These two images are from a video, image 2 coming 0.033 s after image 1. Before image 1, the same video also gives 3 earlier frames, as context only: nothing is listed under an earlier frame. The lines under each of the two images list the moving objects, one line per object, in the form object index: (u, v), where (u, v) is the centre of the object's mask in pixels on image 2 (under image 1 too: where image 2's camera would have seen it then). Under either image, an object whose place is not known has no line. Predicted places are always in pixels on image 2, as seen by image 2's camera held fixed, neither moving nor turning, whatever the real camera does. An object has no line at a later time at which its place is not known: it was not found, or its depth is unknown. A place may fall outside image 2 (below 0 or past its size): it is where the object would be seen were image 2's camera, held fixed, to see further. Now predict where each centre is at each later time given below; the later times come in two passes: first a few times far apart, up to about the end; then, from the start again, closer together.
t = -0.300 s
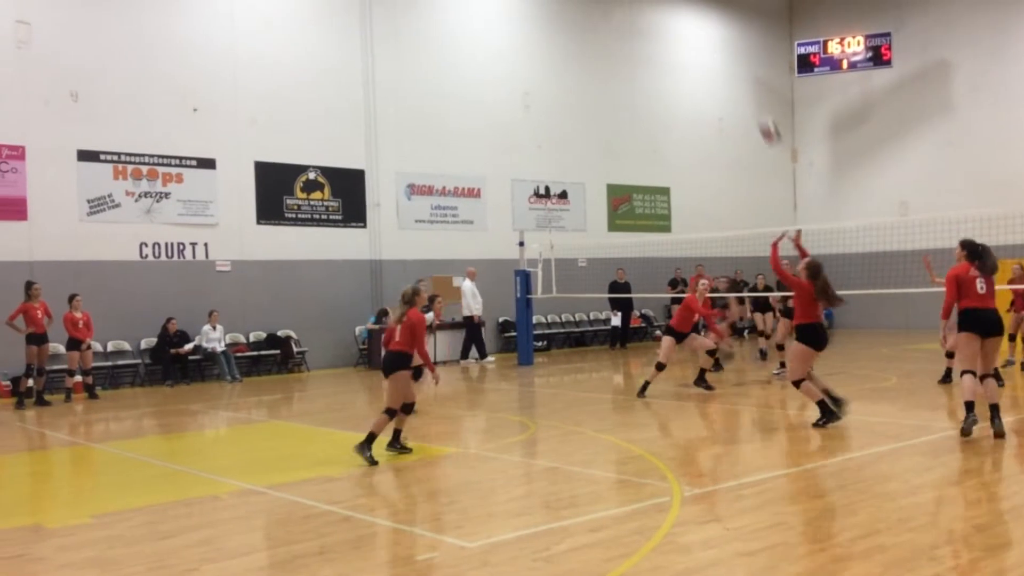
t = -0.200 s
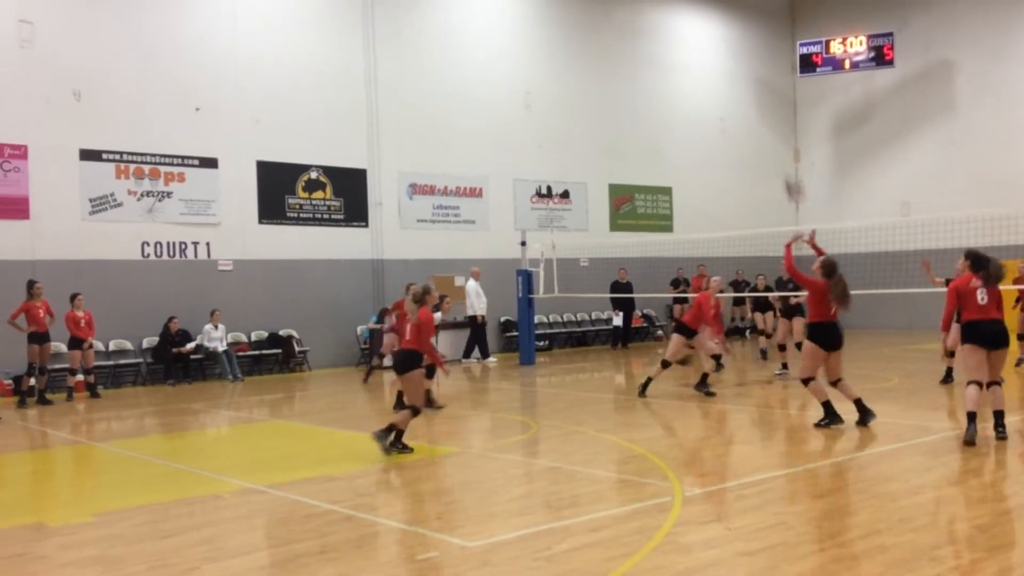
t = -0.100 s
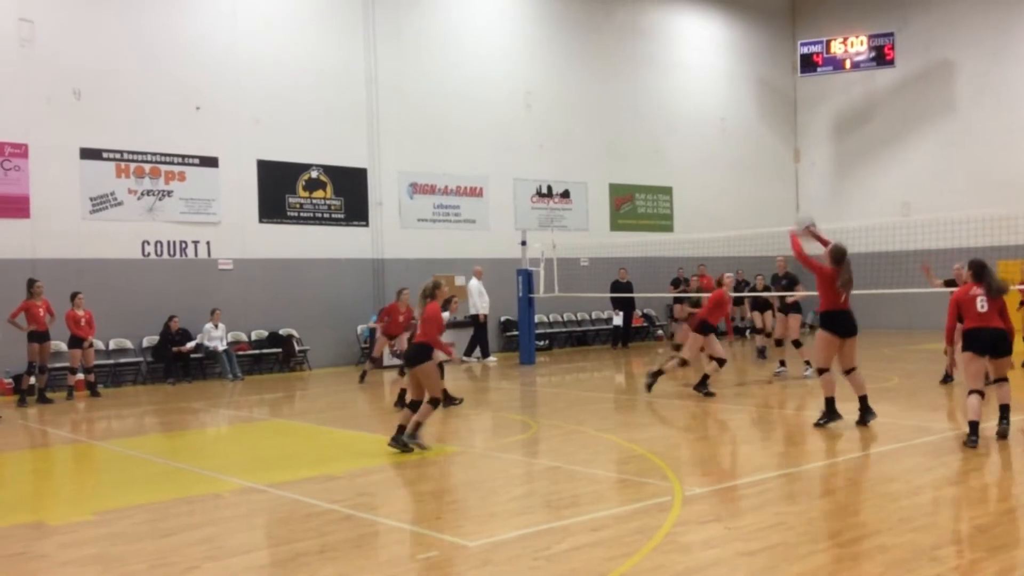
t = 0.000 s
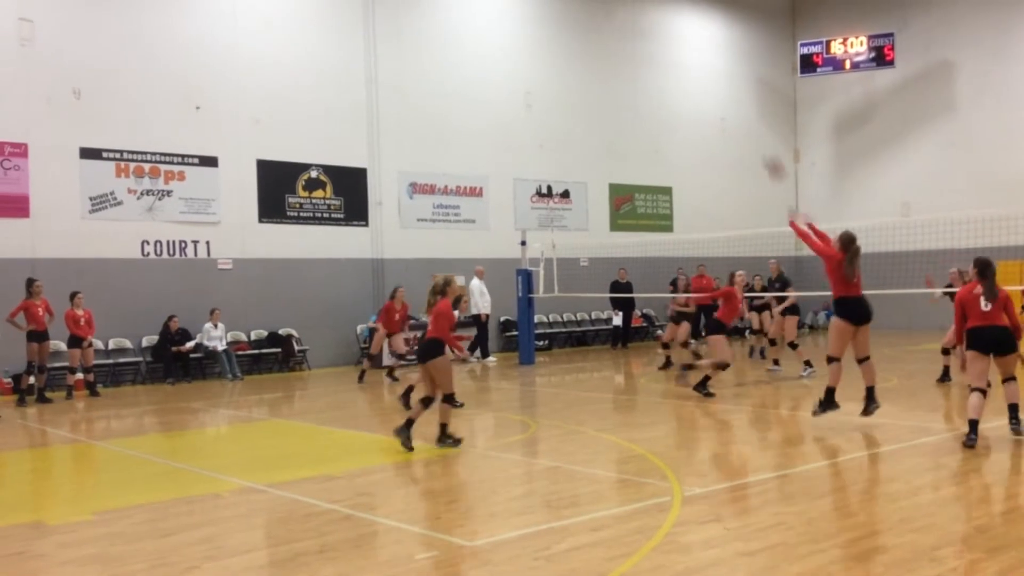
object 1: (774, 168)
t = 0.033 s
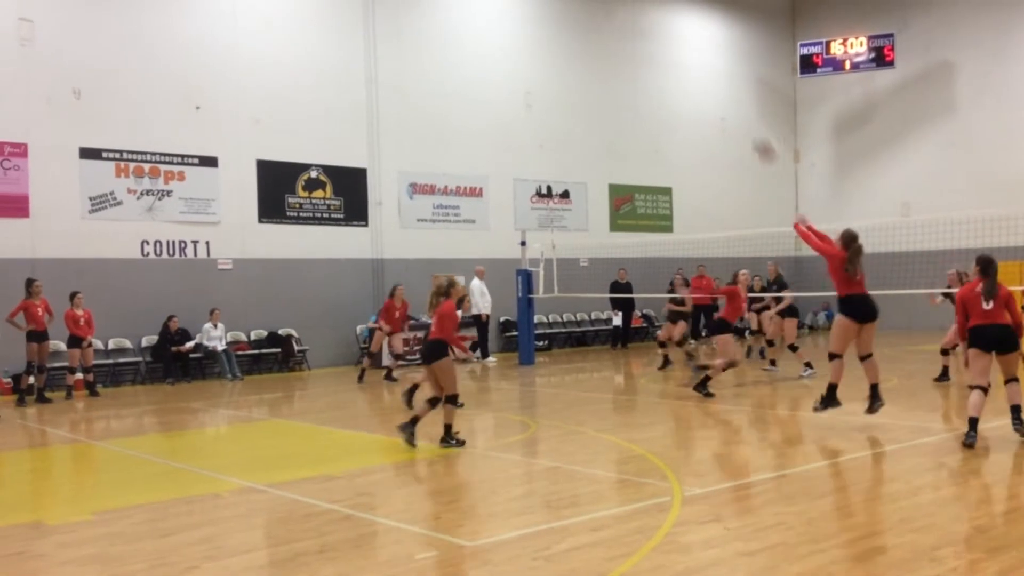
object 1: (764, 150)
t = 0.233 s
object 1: (711, 73)
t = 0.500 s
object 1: (658, 39)
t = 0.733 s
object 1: (619, 54)
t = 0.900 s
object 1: (597, 85)
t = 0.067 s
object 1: (754, 134)
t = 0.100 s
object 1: (744, 119)
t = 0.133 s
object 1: (735, 106)
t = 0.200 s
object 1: (719, 83)
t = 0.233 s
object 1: (711, 73)
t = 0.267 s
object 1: (704, 65)
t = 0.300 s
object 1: (697, 58)
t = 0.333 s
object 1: (689, 52)
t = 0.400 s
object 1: (676, 44)
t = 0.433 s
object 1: (670, 41)
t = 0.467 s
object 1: (664, 40)
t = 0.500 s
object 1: (658, 39)
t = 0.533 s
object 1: (652, 39)
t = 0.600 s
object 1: (640, 41)
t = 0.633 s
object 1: (635, 43)
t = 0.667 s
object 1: (630, 46)
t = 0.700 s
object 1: (624, 49)
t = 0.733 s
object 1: (619, 54)
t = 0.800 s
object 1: (610, 65)
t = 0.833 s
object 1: (606, 71)
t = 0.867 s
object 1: (601, 78)
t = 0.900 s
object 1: (597, 85)
